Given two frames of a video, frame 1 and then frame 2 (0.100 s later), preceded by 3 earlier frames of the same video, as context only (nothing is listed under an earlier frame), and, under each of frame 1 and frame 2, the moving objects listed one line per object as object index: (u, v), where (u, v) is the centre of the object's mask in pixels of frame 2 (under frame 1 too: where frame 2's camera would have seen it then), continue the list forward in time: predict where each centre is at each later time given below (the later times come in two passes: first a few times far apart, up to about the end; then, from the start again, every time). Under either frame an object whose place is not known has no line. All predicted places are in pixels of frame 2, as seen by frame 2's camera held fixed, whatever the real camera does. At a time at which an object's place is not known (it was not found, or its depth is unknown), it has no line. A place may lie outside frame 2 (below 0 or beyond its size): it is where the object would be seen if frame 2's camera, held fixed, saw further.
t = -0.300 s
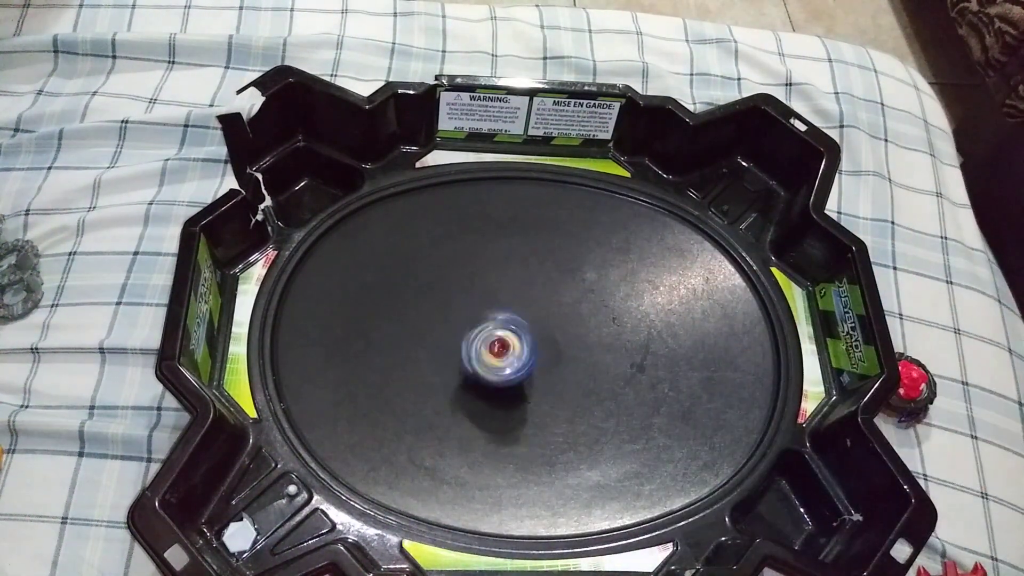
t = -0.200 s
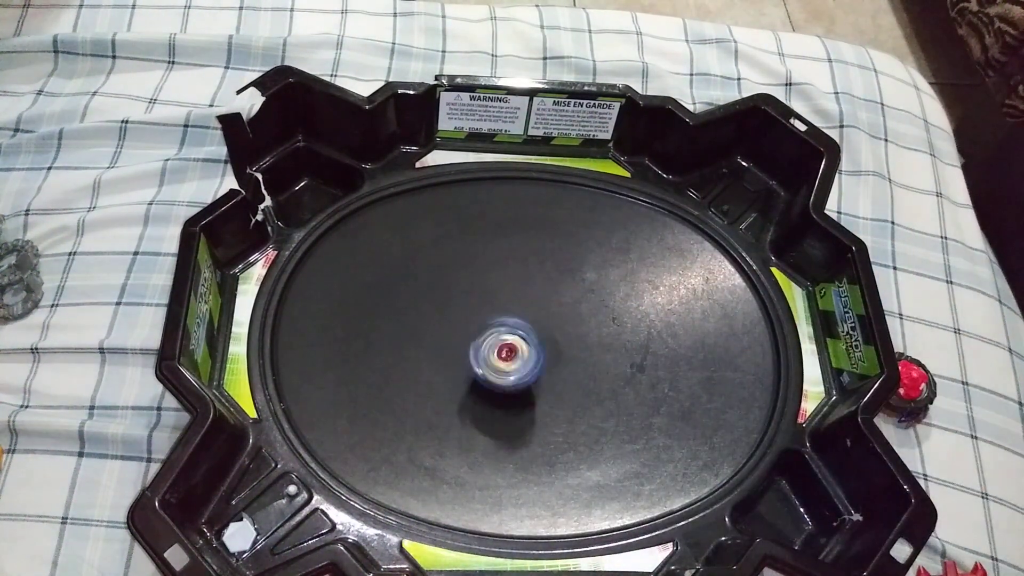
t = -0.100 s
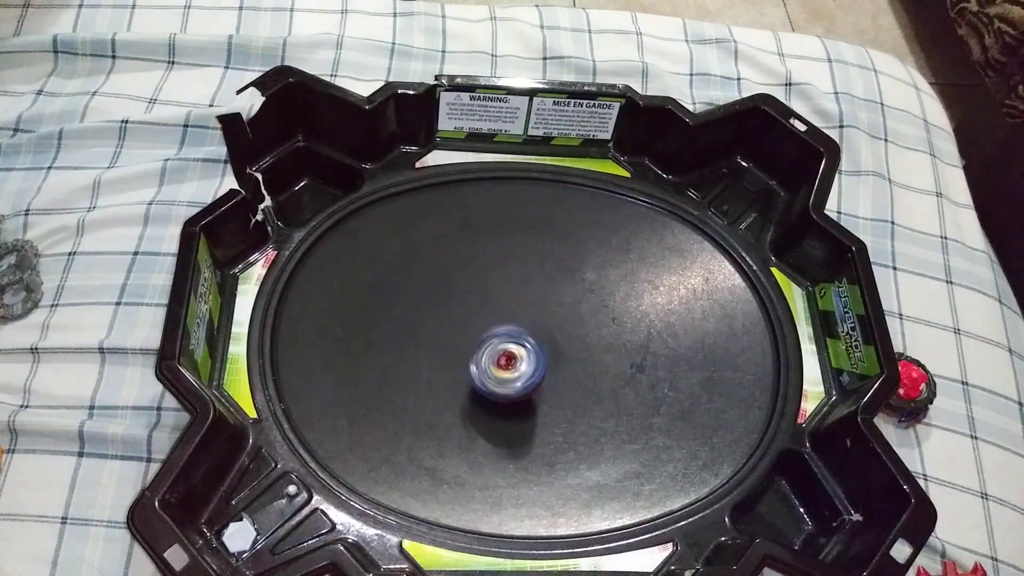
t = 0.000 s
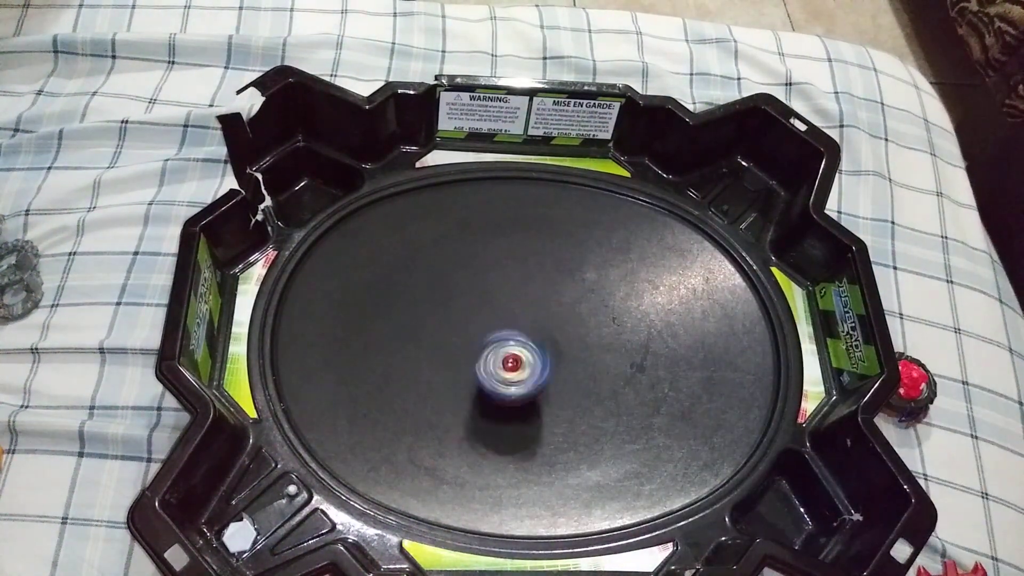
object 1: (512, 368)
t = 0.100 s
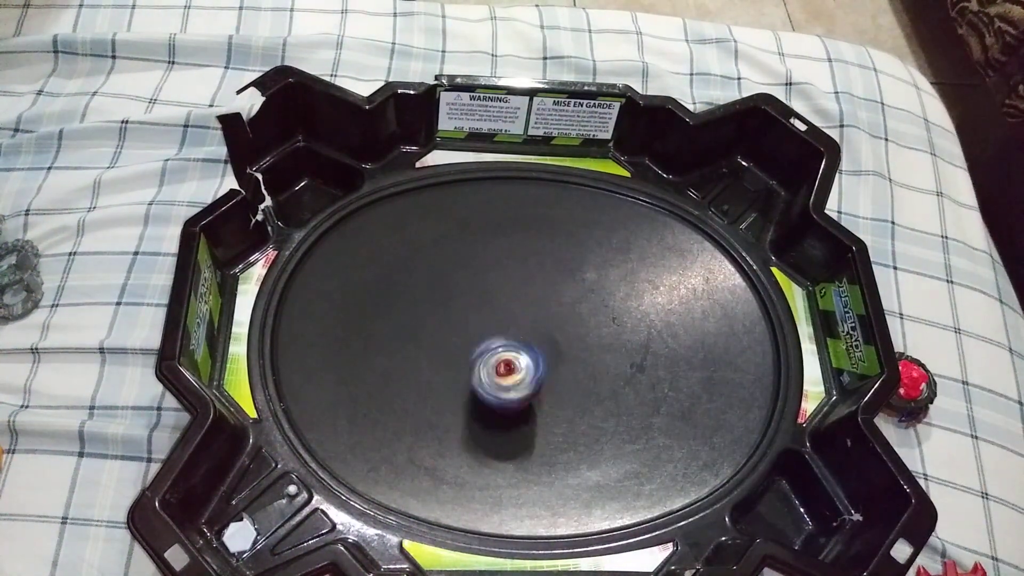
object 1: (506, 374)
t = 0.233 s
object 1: (509, 372)
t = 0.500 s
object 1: (510, 362)
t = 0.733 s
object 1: (520, 357)
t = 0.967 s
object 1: (522, 363)
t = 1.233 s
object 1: (517, 360)
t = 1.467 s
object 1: (516, 350)
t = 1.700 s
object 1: (496, 352)
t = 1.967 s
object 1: (495, 348)
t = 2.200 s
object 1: (504, 348)
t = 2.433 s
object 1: (492, 354)
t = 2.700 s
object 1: (497, 348)
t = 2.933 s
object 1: (505, 354)
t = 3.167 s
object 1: (515, 354)
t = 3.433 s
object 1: (501, 353)
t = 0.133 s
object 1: (509, 371)
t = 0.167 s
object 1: (512, 373)
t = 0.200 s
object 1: (510, 373)
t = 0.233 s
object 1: (509, 372)
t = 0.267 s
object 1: (508, 372)
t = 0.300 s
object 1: (505, 370)
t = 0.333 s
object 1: (505, 367)
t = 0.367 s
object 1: (510, 367)
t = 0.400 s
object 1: (512, 369)
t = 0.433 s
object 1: (509, 370)
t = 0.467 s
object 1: (507, 365)
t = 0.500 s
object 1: (510, 362)
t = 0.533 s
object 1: (513, 359)
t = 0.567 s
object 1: (517, 356)
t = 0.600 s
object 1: (521, 358)
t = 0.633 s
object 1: (519, 360)
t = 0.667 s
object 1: (518, 357)
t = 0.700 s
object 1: (519, 355)
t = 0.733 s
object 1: (520, 357)
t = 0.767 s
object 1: (520, 357)
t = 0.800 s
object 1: (524, 358)
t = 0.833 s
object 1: (523, 365)
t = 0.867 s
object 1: (519, 366)
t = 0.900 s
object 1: (517, 364)
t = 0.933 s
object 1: (519, 361)
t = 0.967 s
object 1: (522, 363)
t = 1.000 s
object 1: (523, 365)
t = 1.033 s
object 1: (521, 365)
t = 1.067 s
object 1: (516, 363)
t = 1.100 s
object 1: (510, 359)
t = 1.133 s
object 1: (509, 356)
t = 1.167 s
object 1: (512, 354)
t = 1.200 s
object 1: (515, 356)
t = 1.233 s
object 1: (517, 360)
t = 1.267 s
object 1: (513, 361)
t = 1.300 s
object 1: (507, 354)
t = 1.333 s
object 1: (510, 344)
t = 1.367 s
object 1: (517, 343)
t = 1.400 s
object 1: (522, 346)
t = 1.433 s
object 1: (520, 349)
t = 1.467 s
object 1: (516, 350)
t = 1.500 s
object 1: (512, 347)
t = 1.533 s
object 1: (511, 343)
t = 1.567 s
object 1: (515, 342)
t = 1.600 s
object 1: (517, 345)
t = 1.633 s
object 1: (514, 350)
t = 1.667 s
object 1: (505, 354)
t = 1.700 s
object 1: (496, 352)
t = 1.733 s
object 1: (495, 351)
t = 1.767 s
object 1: (495, 352)
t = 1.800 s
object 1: (498, 353)
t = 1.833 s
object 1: (499, 355)
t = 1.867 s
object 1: (500, 358)
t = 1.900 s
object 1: (498, 357)
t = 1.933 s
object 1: (495, 354)
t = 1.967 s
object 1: (495, 348)
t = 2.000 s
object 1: (499, 344)
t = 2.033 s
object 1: (507, 345)
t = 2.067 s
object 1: (510, 351)
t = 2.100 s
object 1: (507, 357)
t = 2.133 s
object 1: (504, 355)
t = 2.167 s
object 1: (504, 351)
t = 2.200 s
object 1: (504, 348)
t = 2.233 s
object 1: (508, 348)
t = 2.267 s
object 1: (509, 351)
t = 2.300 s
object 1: (508, 353)
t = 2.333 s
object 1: (505, 357)
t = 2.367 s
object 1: (498, 359)
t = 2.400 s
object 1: (494, 356)
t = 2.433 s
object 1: (492, 354)
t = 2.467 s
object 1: (494, 354)
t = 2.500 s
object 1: (494, 354)
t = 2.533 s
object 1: (497, 357)
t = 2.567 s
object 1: (500, 361)
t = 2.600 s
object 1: (499, 364)
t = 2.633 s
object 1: (494, 363)
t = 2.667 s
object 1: (493, 354)
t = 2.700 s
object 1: (497, 348)
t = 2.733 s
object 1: (501, 347)
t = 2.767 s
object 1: (509, 346)
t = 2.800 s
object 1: (515, 349)
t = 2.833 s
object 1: (518, 353)
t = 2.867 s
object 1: (515, 357)
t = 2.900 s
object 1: (511, 359)
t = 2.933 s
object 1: (505, 354)
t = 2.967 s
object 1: (502, 351)
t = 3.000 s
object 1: (502, 349)
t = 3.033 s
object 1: (504, 348)
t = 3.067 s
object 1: (508, 348)
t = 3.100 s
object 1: (510, 351)
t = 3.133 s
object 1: (513, 351)
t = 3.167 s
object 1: (515, 354)
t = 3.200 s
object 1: (516, 357)
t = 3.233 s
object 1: (515, 359)
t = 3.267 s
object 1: (513, 360)
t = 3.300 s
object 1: (510, 360)
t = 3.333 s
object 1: (508, 358)
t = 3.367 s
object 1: (506, 356)
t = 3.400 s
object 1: (503, 355)
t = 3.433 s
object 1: (501, 353)
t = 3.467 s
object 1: (499, 352)
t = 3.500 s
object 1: (497, 349)
